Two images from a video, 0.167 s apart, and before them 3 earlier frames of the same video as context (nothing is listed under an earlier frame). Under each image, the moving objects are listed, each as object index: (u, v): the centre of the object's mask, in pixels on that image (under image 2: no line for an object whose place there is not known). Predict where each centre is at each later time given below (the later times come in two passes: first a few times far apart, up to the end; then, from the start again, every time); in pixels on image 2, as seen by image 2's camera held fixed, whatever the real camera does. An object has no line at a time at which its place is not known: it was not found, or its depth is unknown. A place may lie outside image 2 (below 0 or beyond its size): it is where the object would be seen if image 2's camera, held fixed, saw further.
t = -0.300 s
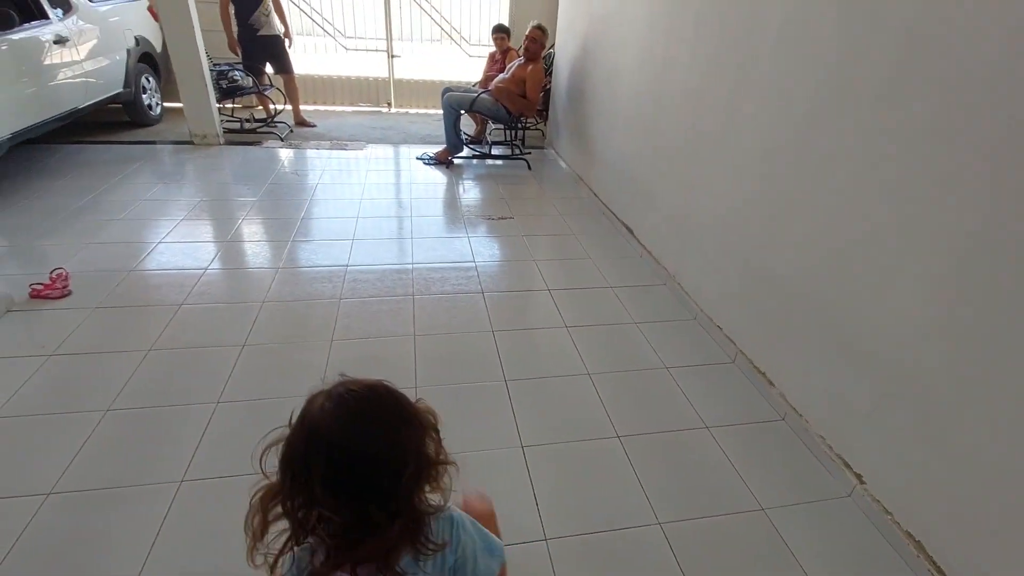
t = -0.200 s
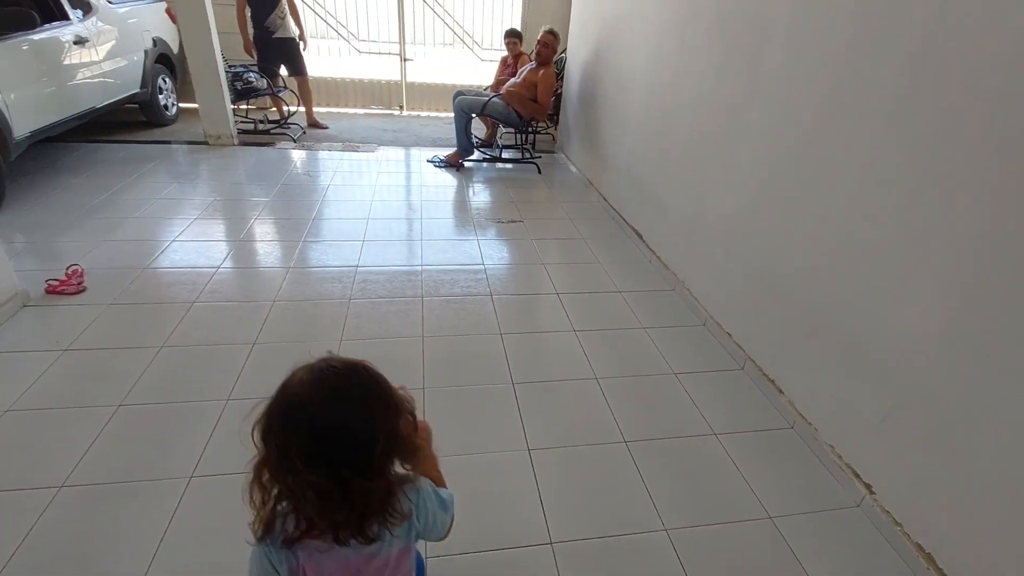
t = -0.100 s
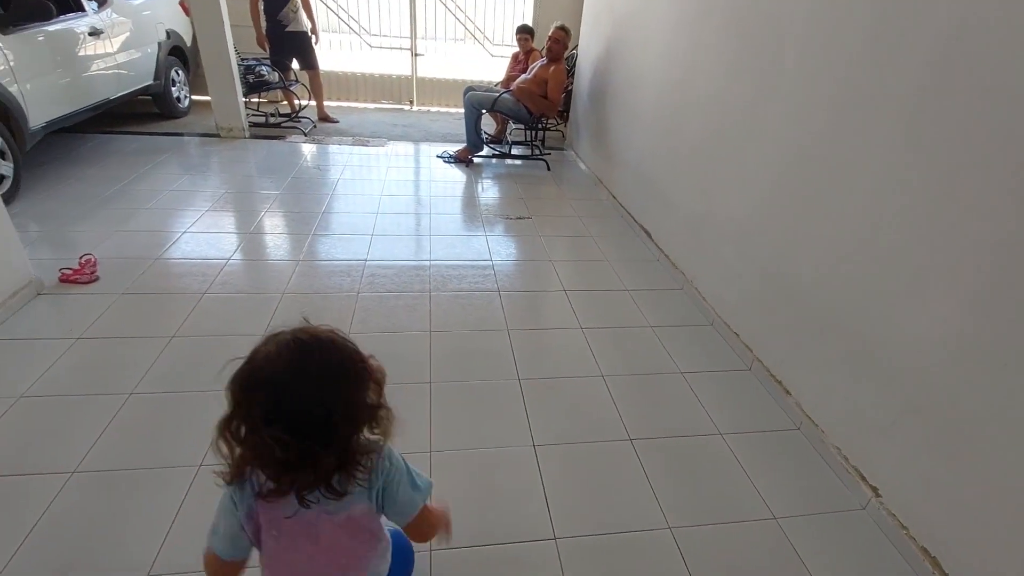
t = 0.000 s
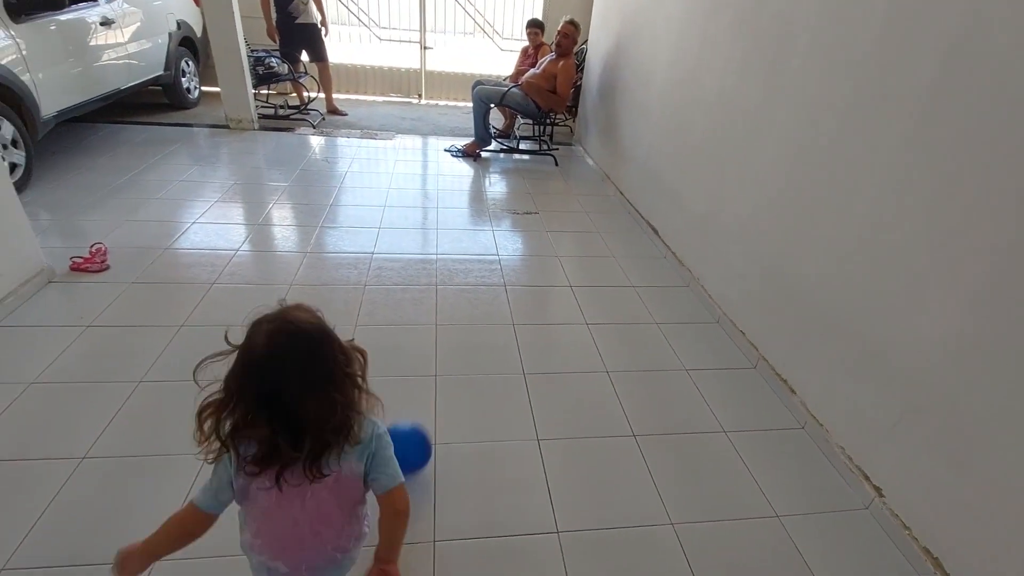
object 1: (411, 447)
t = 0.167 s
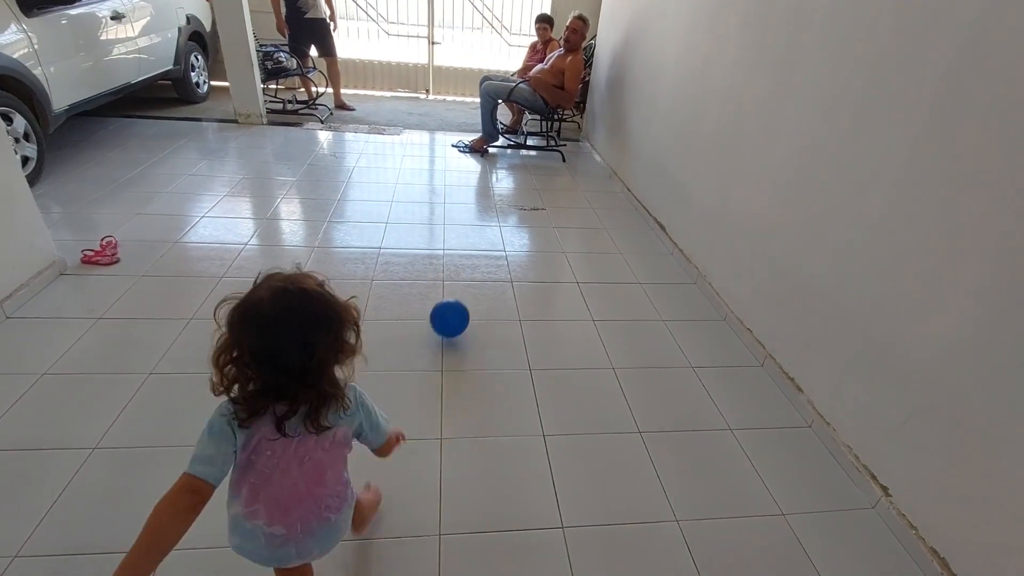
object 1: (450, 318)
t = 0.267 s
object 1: (460, 273)
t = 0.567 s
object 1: (478, 207)
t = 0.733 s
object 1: (486, 178)
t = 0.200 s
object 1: (454, 308)
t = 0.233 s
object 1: (457, 288)
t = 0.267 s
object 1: (460, 273)
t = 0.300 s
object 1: (463, 262)
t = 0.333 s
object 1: (466, 254)
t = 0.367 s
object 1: (468, 248)
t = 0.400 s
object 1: (469, 244)
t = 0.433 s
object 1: (472, 234)
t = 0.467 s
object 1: (474, 225)
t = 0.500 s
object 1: (475, 218)
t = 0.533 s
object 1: (477, 211)
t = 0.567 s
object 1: (478, 207)
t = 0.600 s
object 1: (480, 206)
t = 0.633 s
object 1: (482, 197)
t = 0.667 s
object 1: (483, 189)
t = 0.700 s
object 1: (484, 183)
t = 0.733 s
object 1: (486, 178)
